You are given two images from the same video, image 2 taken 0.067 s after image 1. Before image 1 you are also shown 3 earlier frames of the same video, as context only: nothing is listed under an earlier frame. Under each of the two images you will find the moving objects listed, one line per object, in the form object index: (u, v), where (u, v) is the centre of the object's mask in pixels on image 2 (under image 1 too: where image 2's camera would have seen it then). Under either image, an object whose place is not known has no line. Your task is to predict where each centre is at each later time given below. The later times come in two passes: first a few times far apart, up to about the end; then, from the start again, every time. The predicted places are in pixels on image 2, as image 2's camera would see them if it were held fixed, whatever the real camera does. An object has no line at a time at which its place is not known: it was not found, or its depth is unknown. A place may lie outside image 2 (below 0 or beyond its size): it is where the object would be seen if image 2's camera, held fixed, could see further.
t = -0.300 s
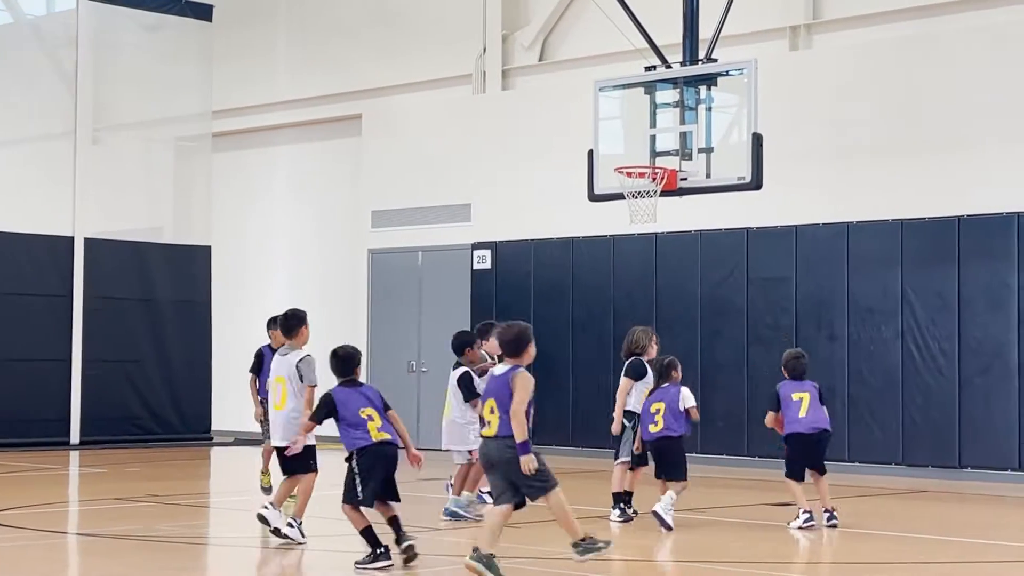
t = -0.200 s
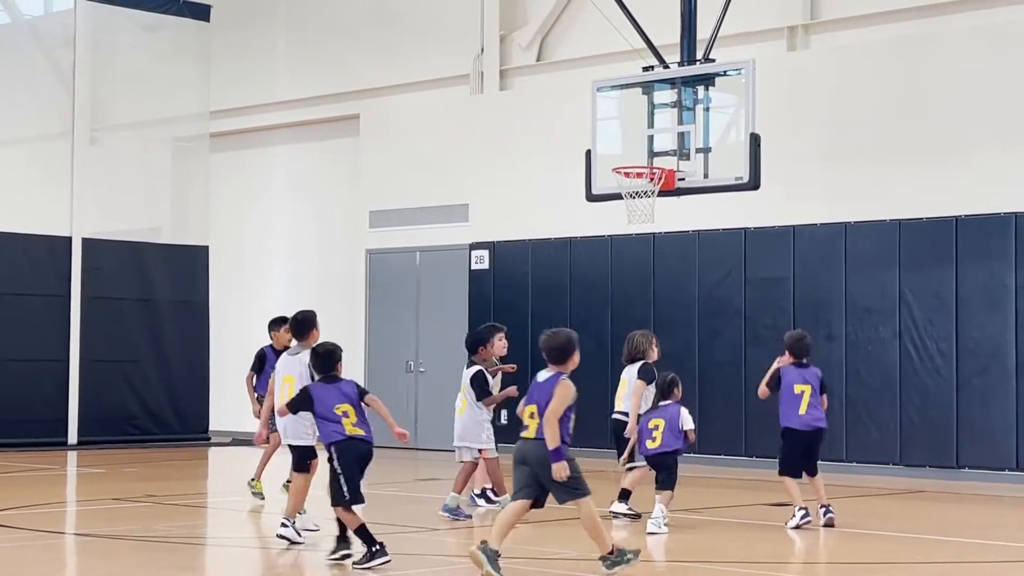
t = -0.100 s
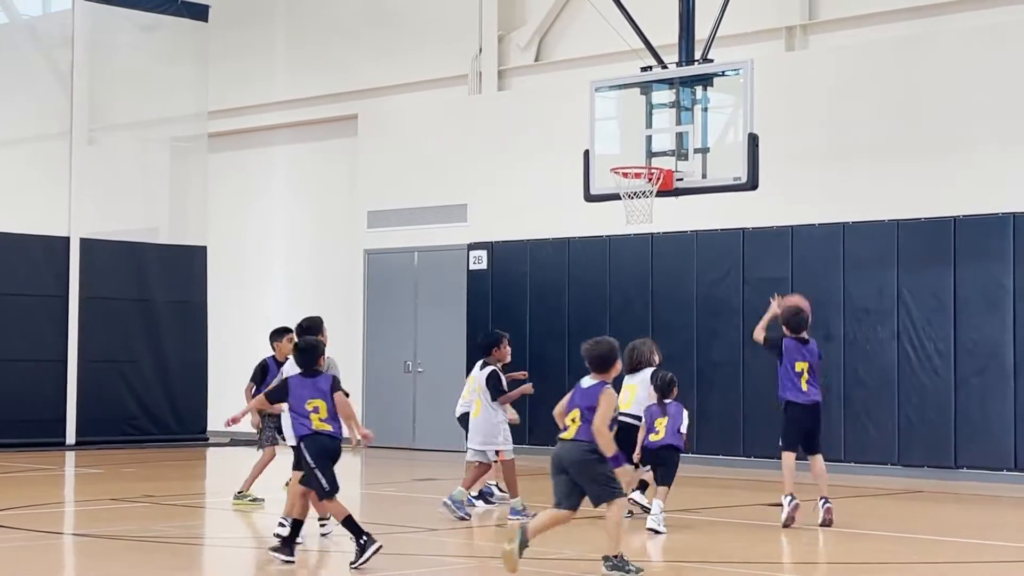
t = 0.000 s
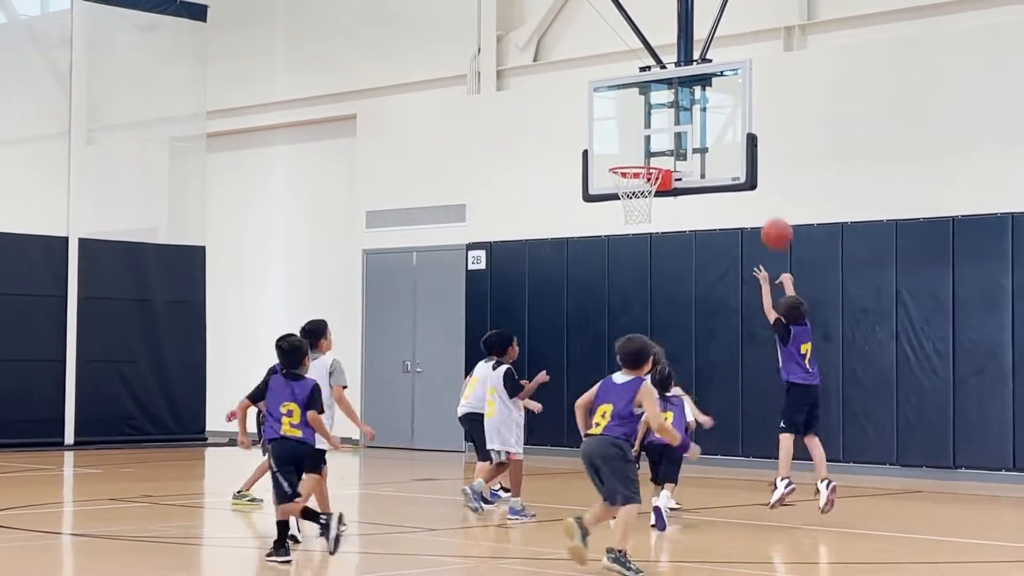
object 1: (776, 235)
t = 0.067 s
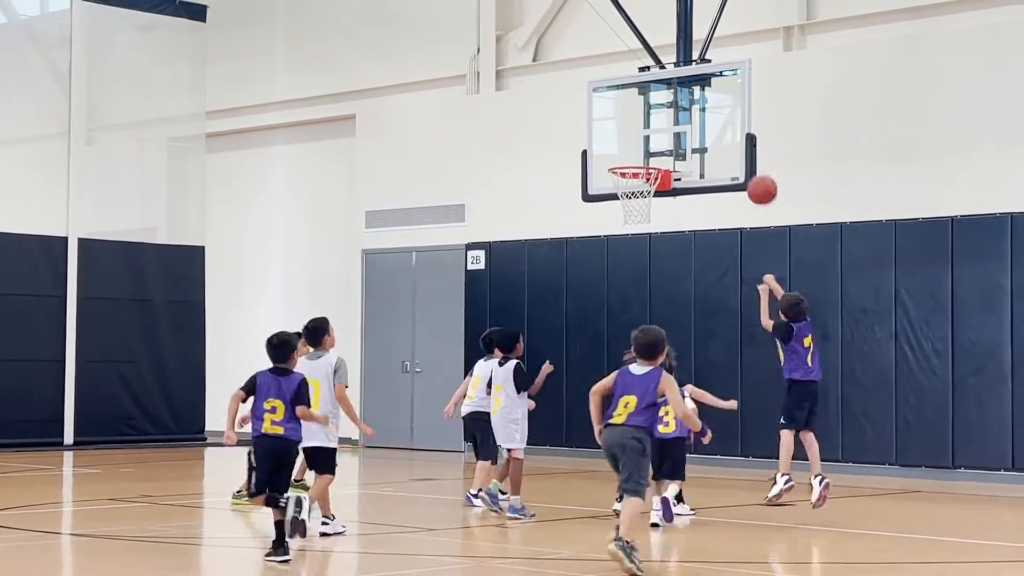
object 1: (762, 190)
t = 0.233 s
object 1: (731, 114)
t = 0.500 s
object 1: (687, 74)
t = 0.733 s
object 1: (652, 110)
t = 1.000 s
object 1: (634, 208)
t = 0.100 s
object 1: (755, 171)
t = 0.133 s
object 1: (749, 154)
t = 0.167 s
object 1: (743, 139)
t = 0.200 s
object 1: (737, 126)
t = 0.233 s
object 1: (731, 114)
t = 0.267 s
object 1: (725, 103)
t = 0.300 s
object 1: (720, 95)
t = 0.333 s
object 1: (714, 87)
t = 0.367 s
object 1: (708, 82)
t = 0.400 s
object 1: (702, 78)
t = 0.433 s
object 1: (697, 75)
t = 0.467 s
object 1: (692, 74)
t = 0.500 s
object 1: (687, 74)
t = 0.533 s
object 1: (682, 75)
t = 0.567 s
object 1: (677, 78)
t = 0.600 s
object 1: (672, 82)
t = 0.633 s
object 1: (667, 87)
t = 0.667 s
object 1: (662, 93)
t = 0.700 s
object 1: (657, 101)
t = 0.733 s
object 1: (652, 110)
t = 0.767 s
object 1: (648, 120)
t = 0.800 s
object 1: (643, 131)
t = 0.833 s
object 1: (639, 143)
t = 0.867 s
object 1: (634, 155)
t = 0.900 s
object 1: (630, 170)
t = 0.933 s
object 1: (629, 183)
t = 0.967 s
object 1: (632, 196)
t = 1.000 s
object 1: (634, 208)
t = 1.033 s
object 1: (635, 221)
